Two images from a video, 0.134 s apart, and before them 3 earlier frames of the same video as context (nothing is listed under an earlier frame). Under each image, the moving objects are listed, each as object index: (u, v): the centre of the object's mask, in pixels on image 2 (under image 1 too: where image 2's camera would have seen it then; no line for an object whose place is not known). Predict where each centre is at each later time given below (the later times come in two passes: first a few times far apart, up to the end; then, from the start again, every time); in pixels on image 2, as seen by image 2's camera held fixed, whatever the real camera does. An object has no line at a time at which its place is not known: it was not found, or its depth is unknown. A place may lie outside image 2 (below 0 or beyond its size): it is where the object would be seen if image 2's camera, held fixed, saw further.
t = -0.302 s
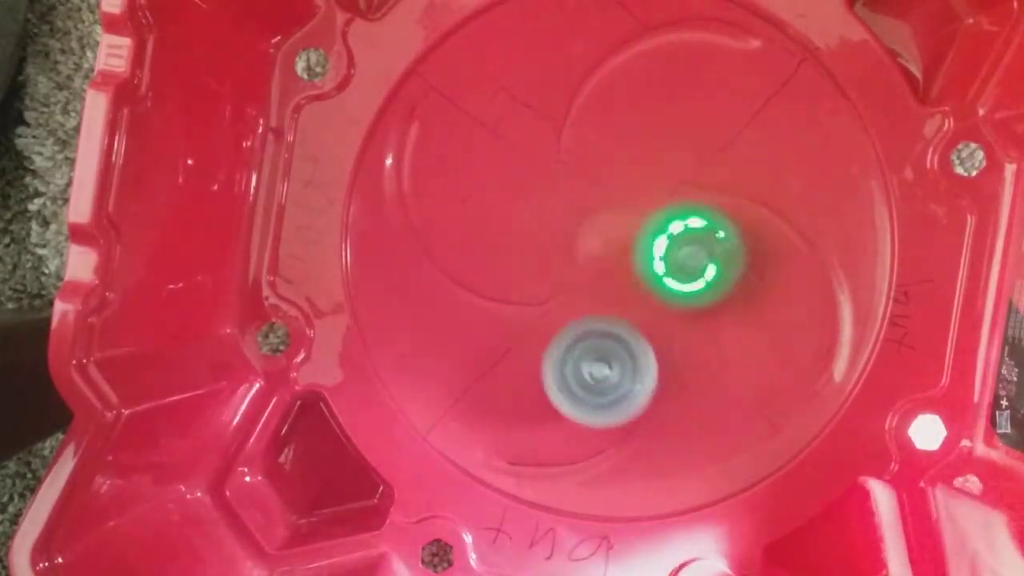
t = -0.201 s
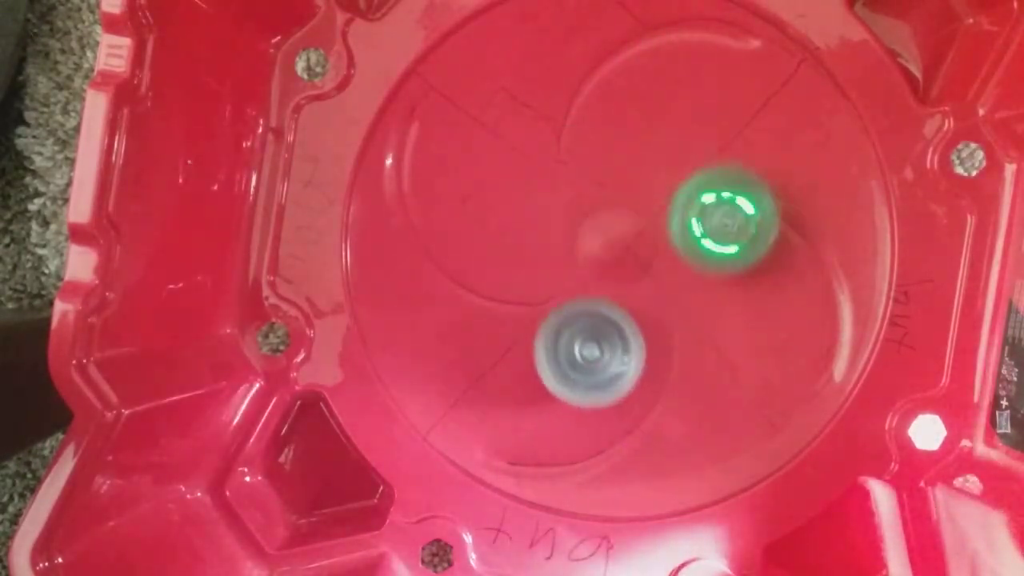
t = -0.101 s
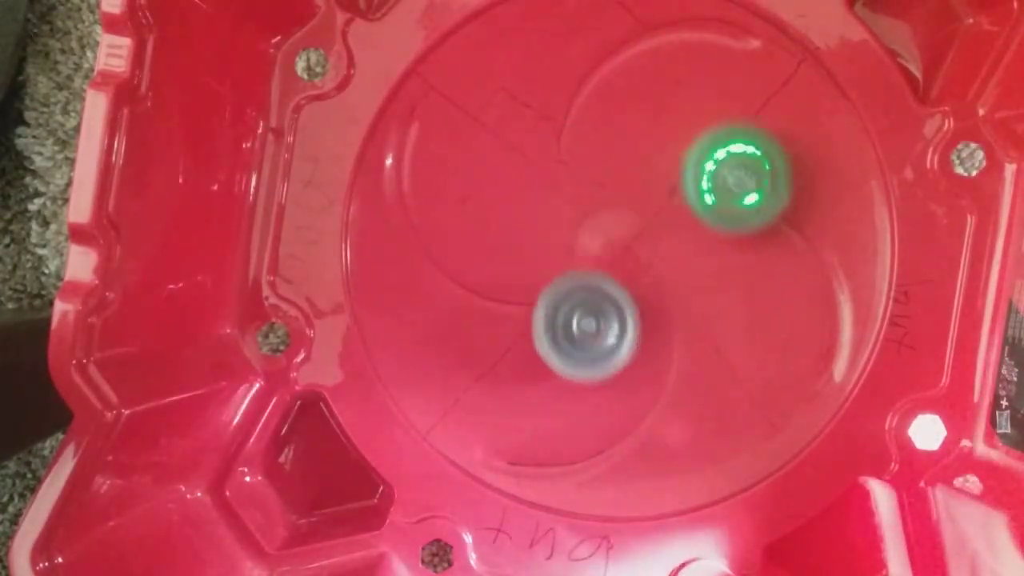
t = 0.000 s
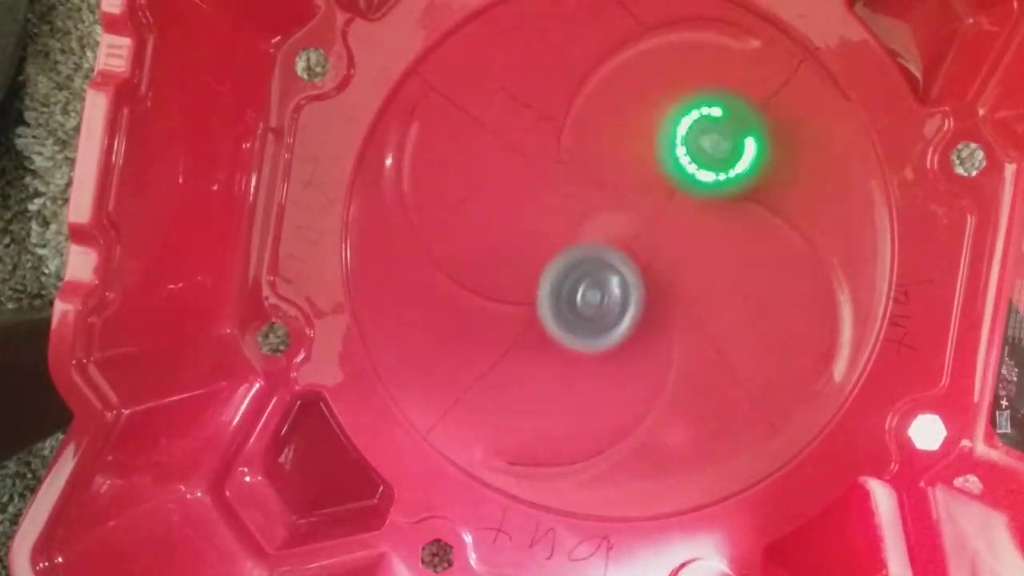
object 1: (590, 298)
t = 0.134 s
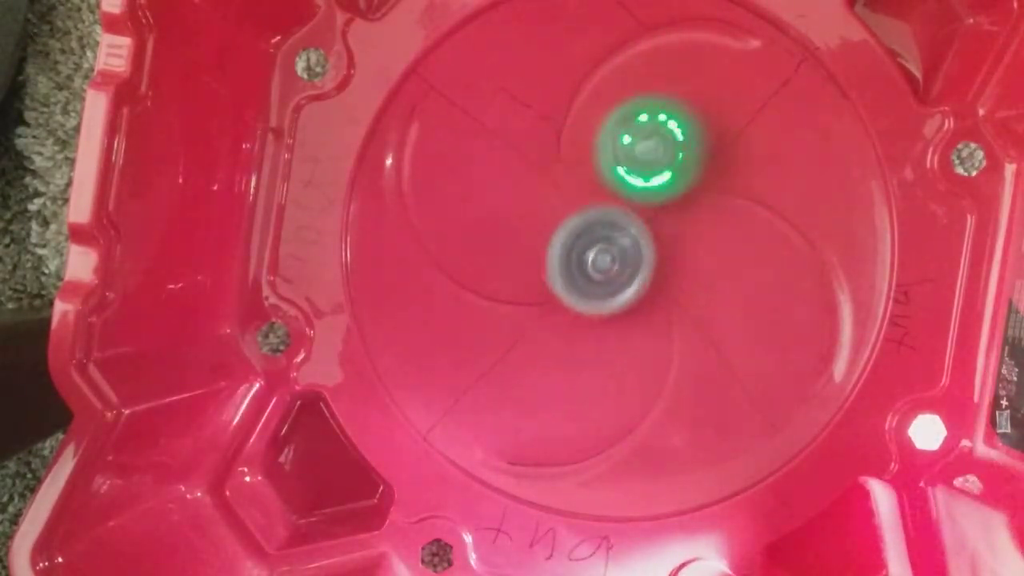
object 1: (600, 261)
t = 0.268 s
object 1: (566, 274)
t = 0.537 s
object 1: (564, 342)
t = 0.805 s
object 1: (568, 362)
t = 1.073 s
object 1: (603, 326)
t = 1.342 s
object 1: (639, 294)
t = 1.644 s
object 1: (556, 322)
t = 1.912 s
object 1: (527, 306)
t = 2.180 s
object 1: (568, 283)
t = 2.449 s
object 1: (525, 341)
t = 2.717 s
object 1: (546, 319)
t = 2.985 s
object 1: (533, 293)
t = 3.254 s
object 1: (542, 291)
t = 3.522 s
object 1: (585, 283)
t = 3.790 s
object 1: (593, 304)
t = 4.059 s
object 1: (497, 327)
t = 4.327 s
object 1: (509, 320)
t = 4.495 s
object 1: (568, 343)
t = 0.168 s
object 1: (590, 264)
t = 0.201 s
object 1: (580, 270)
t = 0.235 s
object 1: (569, 273)
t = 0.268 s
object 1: (566, 274)
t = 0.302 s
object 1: (567, 275)
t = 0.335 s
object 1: (569, 281)
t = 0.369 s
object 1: (563, 299)
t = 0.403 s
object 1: (560, 313)
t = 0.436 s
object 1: (560, 322)
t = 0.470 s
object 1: (562, 329)
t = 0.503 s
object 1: (563, 336)
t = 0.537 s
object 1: (564, 342)
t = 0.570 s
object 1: (564, 348)
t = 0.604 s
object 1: (565, 353)
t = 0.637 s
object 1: (565, 357)
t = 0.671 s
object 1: (565, 360)
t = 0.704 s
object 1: (565, 362)
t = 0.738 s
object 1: (566, 364)
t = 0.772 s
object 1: (567, 363)
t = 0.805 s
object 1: (568, 362)
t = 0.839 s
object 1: (571, 360)
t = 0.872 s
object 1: (573, 356)
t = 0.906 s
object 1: (577, 352)
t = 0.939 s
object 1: (581, 347)
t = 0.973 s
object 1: (586, 342)
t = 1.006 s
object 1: (591, 337)
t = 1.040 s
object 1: (597, 331)
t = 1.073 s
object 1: (603, 326)
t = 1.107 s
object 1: (609, 321)
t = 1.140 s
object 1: (610, 316)
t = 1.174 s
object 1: (610, 312)
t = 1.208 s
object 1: (616, 306)
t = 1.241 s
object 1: (623, 301)
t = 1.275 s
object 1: (629, 299)
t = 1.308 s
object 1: (635, 296)
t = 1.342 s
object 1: (639, 294)
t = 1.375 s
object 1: (645, 293)
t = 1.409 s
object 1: (648, 292)
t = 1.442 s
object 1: (643, 293)
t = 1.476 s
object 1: (638, 293)
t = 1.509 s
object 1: (637, 291)
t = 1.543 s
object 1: (621, 297)
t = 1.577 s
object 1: (591, 309)
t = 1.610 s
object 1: (571, 319)
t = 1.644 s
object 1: (556, 322)
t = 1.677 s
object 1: (547, 321)
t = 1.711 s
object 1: (540, 316)
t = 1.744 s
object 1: (536, 314)
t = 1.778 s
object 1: (533, 313)
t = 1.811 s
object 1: (536, 309)
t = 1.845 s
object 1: (539, 304)
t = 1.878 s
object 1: (527, 309)
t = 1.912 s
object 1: (527, 306)
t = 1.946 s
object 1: (542, 297)
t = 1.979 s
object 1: (548, 289)
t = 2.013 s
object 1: (553, 285)
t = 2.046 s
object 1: (560, 281)
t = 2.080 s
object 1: (565, 277)
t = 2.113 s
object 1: (571, 274)
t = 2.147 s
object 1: (573, 275)
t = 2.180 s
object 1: (568, 283)
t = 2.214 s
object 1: (561, 292)
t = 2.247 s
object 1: (560, 296)
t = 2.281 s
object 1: (556, 301)
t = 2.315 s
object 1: (543, 312)
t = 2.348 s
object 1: (533, 325)
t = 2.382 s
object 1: (530, 332)
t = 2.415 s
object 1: (526, 338)
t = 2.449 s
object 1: (525, 341)
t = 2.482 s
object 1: (525, 341)
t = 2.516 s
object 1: (525, 340)
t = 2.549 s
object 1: (527, 338)
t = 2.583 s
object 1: (530, 336)
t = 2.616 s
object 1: (533, 333)
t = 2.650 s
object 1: (537, 330)
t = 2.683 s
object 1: (541, 325)
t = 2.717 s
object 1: (546, 319)
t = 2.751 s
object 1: (552, 313)
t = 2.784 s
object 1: (560, 306)
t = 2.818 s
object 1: (570, 298)
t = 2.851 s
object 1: (584, 291)
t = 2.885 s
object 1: (593, 286)
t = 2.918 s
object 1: (572, 283)
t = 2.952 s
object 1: (549, 291)
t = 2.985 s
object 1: (533, 293)
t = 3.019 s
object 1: (526, 292)
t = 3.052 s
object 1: (518, 293)
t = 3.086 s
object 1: (518, 291)
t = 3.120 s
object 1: (520, 291)
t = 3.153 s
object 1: (524, 291)
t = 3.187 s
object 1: (530, 290)
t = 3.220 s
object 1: (536, 289)
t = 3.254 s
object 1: (542, 291)
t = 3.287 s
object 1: (548, 291)
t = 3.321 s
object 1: (554, 291)
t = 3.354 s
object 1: (559, 288)
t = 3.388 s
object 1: (564, 286)
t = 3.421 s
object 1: (570, 283)
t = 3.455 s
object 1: (578, 281)
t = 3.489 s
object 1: (583, 282)
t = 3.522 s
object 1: (585, 283)
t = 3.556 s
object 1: (586, 284)
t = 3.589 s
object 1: (588, 289)
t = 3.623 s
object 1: (587, 293)
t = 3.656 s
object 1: (590, 298)
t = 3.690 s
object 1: (589, 302)
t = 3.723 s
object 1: (591, 304)
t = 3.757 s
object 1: (591, 305)
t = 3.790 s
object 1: (593, 304)
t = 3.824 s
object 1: (595, 302)
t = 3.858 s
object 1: (587, 303)
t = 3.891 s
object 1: (570, 313)
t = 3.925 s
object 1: (552, 324)
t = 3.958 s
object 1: (535, 328)
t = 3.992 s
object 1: (520, 329)
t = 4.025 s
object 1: (507, 328)
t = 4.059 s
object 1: (497, 327)
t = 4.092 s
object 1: (491, 327)
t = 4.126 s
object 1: (487, 329)
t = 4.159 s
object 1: (486, 331)
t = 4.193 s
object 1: (485, 331)
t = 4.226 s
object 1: (487, 328)
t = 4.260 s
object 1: (493, 325)
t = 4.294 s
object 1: (500, 321)
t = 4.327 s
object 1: (509, 320)
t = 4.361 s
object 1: (522, 321)
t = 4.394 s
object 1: (535, 324)
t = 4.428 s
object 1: (549, 329)
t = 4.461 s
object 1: (560, 336)
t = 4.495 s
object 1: (568, 343)
